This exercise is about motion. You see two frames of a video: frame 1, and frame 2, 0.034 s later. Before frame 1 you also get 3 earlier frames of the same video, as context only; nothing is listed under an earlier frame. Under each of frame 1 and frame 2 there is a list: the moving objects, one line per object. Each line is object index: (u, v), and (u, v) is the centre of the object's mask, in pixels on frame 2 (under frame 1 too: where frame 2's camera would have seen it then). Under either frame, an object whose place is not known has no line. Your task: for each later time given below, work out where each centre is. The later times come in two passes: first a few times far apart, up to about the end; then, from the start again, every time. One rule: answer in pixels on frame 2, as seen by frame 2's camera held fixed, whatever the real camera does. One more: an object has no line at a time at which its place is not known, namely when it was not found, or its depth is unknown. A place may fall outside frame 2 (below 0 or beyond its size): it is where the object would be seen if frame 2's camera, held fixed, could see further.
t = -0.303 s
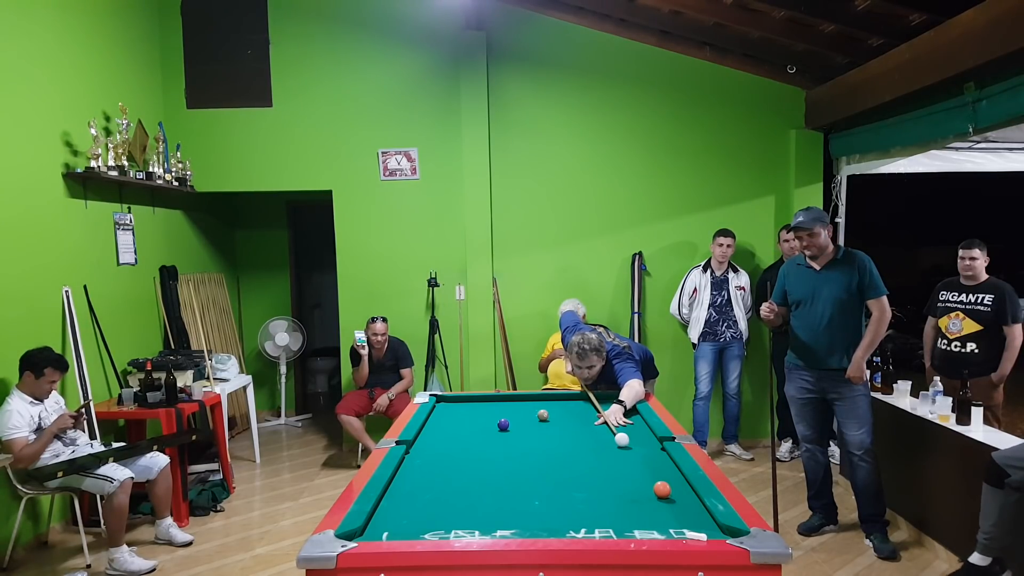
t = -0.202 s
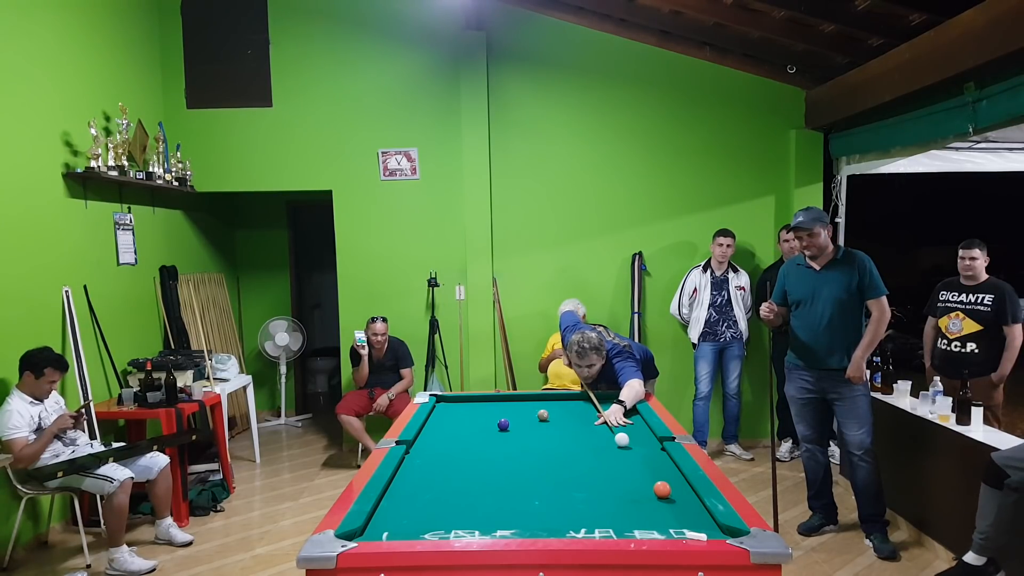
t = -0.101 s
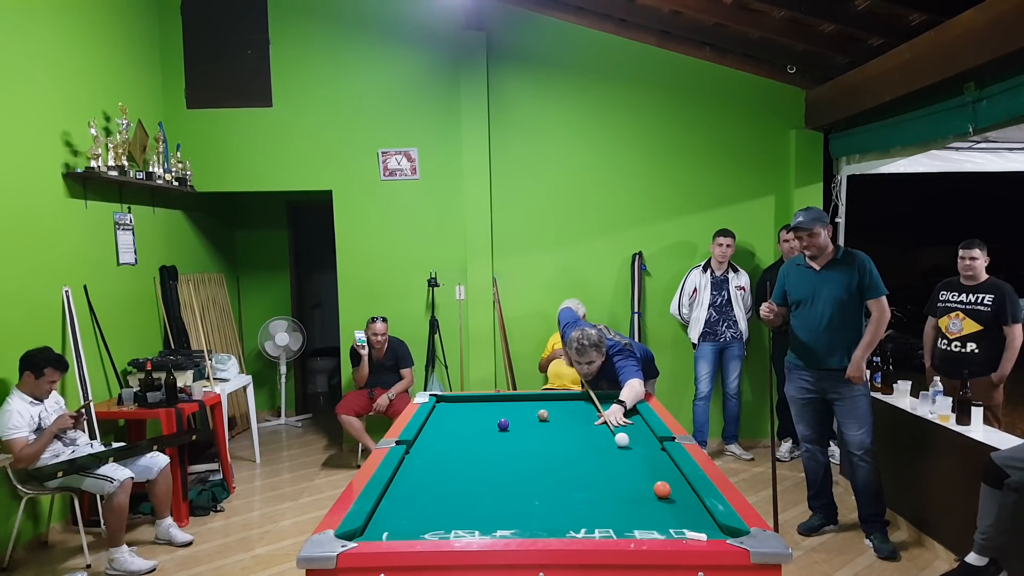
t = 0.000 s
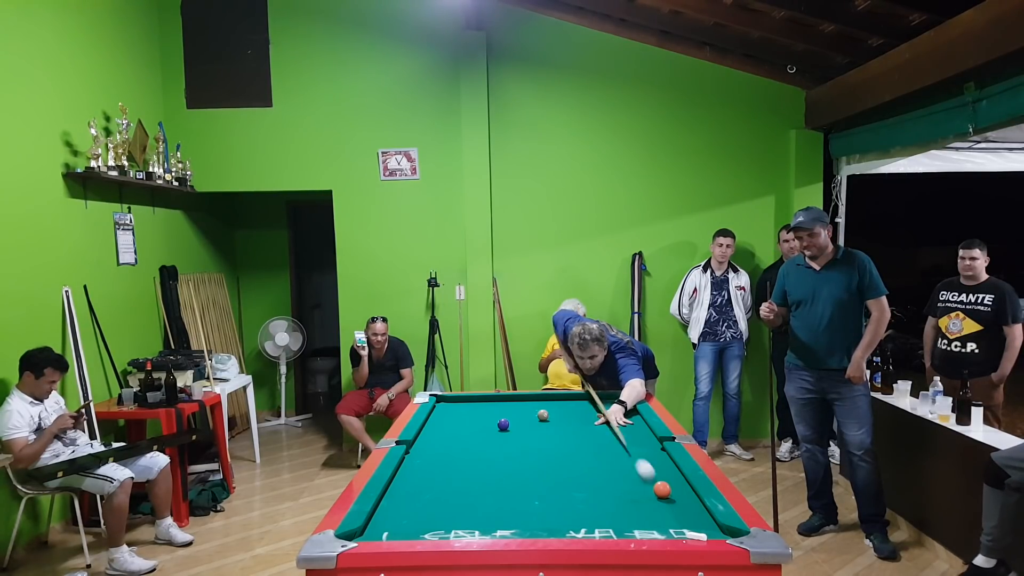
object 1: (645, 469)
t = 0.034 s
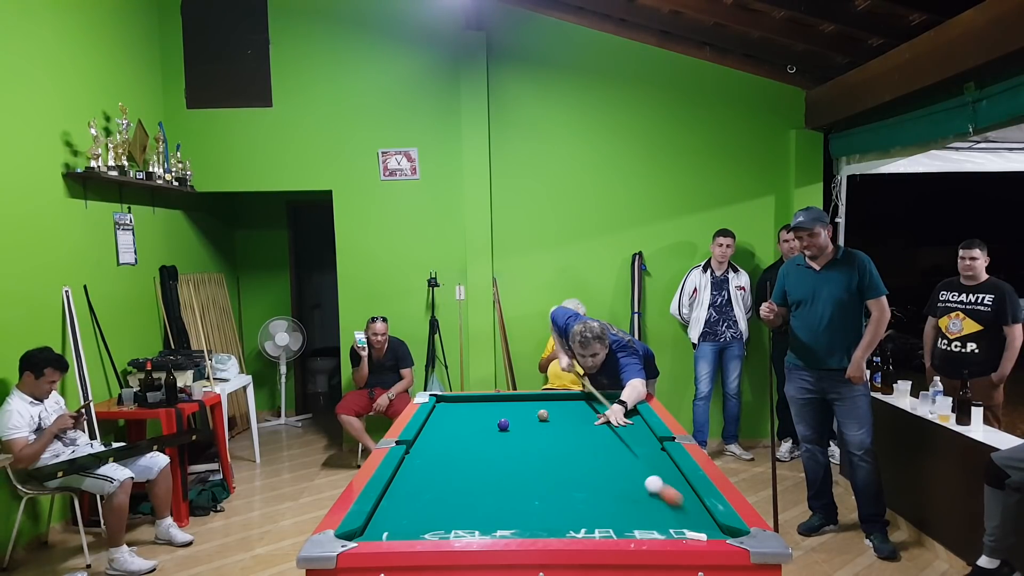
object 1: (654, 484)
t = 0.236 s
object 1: (618, 505)
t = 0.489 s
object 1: (574, 520)
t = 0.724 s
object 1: (518, 522)
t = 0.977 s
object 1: (451, 516)
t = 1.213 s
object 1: (395, 509)
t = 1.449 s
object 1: (417, 498)
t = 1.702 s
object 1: (461, 487)
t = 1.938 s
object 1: (498, 478)
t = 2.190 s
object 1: (533, 469)
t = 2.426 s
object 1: (564, 462)
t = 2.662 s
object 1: (592, 455)
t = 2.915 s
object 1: (620, 449)
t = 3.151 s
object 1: (643, 443)
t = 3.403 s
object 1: (658, 442)
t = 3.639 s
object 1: (648, 442)
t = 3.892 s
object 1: (635, 440)
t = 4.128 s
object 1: (624, 439)
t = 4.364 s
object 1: (615, 438)
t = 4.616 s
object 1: (607, 438)
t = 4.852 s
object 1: (600, 437)
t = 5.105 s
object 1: (595, 436)
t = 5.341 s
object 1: (591, 436)
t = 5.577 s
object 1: (588, 436)
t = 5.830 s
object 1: (586, 436)
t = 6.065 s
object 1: (586, 436)
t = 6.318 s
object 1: (587, 436)
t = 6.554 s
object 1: (587, 436)
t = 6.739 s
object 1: (587, 436)
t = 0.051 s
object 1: (651, 487)
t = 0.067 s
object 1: (648, 489)
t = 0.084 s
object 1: (645, 491)
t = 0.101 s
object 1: (642, 492)
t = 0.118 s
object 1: (639, 494)
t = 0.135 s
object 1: (636, 496)
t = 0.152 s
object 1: (633, 498)
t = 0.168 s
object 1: (630, 499)
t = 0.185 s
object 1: (627, 501)
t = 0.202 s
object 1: (624, 503)
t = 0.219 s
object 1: (621, 504)
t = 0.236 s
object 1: (618, 505)
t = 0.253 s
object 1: (615, 506)
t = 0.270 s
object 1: (612, 507)
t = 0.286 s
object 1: (610, 508)
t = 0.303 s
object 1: (607, 509)
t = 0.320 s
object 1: (604, 510)
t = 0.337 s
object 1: (601, 512)
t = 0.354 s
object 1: (598, 513)
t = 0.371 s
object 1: (595, 514)
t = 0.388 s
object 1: (592, 515)
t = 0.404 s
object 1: (589, 516)
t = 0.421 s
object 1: (586, 517)
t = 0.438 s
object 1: (583, 517)
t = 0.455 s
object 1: (580, 518)
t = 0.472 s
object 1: (577, 519)
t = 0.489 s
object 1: (574, 520)
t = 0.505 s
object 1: (570, 521)
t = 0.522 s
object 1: (567, 521)
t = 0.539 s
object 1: (564, 522)
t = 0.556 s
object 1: (561, 522)
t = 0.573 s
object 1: (558, 523)
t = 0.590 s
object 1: (555, 523)
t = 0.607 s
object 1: (551, 524)
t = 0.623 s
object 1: (547, 524)
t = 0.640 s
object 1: (542, 524)
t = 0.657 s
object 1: (537, 524)
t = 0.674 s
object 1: (533, 523)
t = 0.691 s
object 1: (528, 523)
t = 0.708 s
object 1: (523, 523)
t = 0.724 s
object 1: (518, 522)
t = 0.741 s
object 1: (513, 522)
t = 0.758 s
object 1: (509, 522)
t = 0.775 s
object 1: (504, 521)
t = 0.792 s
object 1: (500, 521)
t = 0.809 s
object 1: (495, 521)
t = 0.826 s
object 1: (491, 520)
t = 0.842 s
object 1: (486, 519)
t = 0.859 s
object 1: (482, 519)
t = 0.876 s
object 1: (477, 519)
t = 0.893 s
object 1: (473, 518)
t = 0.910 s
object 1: (468, 518)
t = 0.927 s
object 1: (464, 517)
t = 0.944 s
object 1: (460, 518)
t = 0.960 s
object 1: (456, 517)
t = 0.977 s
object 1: (451, 516)
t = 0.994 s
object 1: (447, 516)
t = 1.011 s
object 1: (443, 515)
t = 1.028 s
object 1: (439, 514)
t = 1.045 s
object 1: (435, 514)
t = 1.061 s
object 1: (431, 513)
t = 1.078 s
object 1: (427, 513)
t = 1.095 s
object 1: (423, 512)
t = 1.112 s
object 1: (419, 512)
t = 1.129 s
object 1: (415, 511)
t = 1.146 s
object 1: (411, 511)
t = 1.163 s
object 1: (407, 510)
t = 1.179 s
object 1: (403, 510)
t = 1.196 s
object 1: (399, 509)
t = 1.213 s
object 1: (395, 509)
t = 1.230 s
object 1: (391, 508)
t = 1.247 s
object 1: (387, 508)
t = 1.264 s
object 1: (384, 507)
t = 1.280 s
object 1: (383, 506)
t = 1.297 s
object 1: (387, 506)
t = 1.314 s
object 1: (391, 505)
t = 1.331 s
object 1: (395, 504)
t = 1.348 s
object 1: (398, 503)
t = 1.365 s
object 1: (401, 502)
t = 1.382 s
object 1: (404, 501)
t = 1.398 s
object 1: (408, 501)
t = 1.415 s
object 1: (410, 500)
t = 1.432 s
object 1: (414, 499)
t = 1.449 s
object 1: (417, 498)
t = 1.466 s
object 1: (420, 498)
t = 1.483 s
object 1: (423, 497)
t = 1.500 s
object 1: (426, 496)
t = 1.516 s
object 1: (429, 495)
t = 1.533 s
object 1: (432, 494)
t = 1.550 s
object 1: (435, 494)
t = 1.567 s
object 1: (438, 493)
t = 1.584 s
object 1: (441, 492)
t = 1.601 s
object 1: (444, 491)
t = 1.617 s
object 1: (447, 491)
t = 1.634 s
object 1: (450, 490)
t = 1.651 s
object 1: (453, 489)
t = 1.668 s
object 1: (455, 489)
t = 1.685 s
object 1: (458, 488)
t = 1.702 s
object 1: (461, 487)
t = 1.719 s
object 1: (464, 486)
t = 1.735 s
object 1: (466, 486)
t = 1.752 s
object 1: (469, 485)
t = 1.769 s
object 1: (472, 484)
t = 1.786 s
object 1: (474, 484)
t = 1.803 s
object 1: (477, 483)
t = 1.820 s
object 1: (480, 482)
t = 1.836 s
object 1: (482, 482)
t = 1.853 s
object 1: (485, 481)
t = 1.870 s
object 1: (488, 480)
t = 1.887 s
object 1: (490, 480)
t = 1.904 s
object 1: (493, 479)
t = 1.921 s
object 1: (495, 478)
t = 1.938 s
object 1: (498, 478)
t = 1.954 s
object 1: (500, 477)
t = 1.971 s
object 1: (503, 477)
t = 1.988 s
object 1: (505, 476)
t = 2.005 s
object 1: (508, 475)
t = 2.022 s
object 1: (510, 475)
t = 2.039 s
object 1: (513, 474)
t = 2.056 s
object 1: (515, 474)
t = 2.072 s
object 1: (517, 473)
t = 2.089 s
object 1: (520, 472)
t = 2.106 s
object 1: (522, 472)
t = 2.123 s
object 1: (524, 471)
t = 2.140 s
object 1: (527, 471)
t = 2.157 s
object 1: (529, 470)
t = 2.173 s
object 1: (531, 470)
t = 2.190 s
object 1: (533, 469)
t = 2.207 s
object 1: (536, 468)
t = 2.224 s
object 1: (538, 468)
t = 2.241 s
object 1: (540, 467)
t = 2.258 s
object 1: (543, 467)
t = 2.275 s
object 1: (545, 466)
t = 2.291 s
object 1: (547, 466)
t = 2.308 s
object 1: (549, 465)
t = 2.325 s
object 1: (551, 465)
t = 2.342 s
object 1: (554, 464)
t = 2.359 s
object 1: (556, 464)
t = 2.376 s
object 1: (558, 463)
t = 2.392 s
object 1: (560, 462)
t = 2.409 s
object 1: (562, 462)
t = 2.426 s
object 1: (564, 462)
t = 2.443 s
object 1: (566, 461)
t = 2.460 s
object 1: (568, 461)
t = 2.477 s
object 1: (570, 460)
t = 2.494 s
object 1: (572, 460)
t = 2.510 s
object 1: (574, 459)
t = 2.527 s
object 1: (576, 459)
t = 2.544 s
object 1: (578, 458)
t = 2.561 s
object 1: (580, 458)
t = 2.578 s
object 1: (582, 457)
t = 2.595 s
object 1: (584, 457)
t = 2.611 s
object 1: (586, 456)
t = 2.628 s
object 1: (588, 456)
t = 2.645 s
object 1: (590, 455)
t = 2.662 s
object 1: (592, 455)
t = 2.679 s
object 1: (594, 455)
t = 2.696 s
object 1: (596, 454)
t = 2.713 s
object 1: (598, 454)
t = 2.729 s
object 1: (600, 453)
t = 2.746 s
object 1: (602, 453)
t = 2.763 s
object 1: (603, 452)
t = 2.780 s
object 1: (605, 452)
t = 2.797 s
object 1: (607, 452)
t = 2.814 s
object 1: (609, 451)
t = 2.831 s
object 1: (611, 451)
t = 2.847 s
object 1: (613, 450)
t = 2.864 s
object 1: (614, 450)
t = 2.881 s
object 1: (616, 449)
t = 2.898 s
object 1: (618, 449)
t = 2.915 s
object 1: (620, 449)
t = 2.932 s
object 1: (621, 448)
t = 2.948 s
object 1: (623, 448)
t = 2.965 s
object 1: (625, 448)
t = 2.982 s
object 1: (627, 447)
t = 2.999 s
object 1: (628, 447)
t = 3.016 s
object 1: (630, 446)
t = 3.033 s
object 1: (632, 446)
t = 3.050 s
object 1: (634, 446)
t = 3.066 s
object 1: (635, 445)
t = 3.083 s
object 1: (637, 445)
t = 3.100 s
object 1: (638, 444)
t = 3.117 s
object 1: (640, 444)
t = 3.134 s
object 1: (642, 444)
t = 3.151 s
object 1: (643, 443)
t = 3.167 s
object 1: (645, 443)
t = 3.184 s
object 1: (647, 443)
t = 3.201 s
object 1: (648, 442)
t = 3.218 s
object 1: (650, 442)
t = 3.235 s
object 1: (651, 441)
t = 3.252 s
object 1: (653, 441)
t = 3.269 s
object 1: (654, 441)
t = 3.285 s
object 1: (656, 440)
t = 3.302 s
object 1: (657, 440)
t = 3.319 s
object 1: (658, 440)
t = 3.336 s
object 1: (658, 440)
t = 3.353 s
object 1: (658, 441)
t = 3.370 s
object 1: (658, 441)
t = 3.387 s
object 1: (658, 441)
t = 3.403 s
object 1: (658, 442)
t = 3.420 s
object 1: (659, 442)
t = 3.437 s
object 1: (659, 442)
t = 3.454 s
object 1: (658, 442)
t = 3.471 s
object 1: (657, 442)
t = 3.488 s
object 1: (657, 442)
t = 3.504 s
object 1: (656, 442)
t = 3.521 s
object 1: (655, 442)
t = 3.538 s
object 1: (654, 442)
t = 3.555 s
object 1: (653, 442)
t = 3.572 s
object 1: (652, 442)
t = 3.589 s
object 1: (651, 442)
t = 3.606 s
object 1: (650, 442)
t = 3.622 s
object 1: (649, 442)
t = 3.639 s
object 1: (648, 442)
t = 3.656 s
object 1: (647, 441)
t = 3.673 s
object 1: (646, 441)
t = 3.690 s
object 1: (645, 441)
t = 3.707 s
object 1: (644, 441)
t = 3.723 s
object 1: (643, 441)
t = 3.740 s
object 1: (642, 441)
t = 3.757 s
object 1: (642, 441)
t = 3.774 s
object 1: (641, 441)
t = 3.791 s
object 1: (640, 441)
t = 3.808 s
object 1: (639, 441)
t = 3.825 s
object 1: (638, 441)
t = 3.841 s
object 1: (637, 441)
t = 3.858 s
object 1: (637, 440)
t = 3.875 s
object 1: (636, 440)
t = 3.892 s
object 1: (635, 440)
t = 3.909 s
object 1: (634, 440)
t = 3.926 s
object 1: (633, 440)
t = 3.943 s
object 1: (633, 440)
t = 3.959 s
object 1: (632, 440)
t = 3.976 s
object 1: (631, 440)
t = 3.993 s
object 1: (630, 440)
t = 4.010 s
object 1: (629, 440)
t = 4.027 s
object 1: (629, 440)
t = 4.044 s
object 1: (628, 440)
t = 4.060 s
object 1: (627, 440)
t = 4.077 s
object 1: (626, 440)
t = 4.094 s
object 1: (626, 439)
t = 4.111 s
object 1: (625, 439)
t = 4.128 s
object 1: (624, 439)
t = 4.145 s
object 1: (623, 439)
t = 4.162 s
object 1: (623, 439)
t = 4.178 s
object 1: (622, 439)
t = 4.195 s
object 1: (621, 439)
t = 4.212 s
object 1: (621, 439)
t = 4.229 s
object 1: (620, 439)
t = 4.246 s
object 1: (619, 439)
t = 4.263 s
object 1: (619, 439)
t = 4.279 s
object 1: (618, 439)
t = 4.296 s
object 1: (617, 439)
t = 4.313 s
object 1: (617, 439)
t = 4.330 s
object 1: (616, 439)
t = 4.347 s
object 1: (615, 438)
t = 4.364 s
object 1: (615, 438)
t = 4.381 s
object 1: (614, 438)
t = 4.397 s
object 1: (614, 438)
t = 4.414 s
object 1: (613, 438)
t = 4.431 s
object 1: (613, 438)
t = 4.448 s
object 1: (612, 438)
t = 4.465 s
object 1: (611, 438)
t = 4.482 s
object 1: (611, 438)
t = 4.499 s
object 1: (610, 438)
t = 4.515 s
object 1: (610, 438)
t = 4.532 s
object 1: (609, 438)
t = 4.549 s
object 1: (609, 438)
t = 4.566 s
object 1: (608, 438)
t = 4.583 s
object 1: (608, 438)
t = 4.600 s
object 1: (607, 438)
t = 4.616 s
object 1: (607, 438)
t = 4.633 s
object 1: (606, 438)
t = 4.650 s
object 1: (605, 438)
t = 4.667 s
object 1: (605, 437)
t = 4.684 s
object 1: (605, 437)
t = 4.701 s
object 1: (604, 437)
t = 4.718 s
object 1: (604, 437)
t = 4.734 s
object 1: (603, 437)
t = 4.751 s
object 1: (603, 437)
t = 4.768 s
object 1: (602, 437)
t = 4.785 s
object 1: (602, 437)
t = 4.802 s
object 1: (601, 437)
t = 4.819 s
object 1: (601, 437)
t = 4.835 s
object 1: (600, 437)
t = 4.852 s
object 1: (600, 437)
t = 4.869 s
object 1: (600, 437)
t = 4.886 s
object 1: (599, 437)
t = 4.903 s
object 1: (599, 437)
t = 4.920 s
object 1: (598, 437)
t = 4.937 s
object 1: (598, 437)
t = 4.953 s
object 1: (598, 437)
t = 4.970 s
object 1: (597, 437)
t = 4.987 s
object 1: (597, 437)
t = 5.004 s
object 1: (597, 437)
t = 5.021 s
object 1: (596, 437)
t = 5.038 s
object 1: (596, 436)
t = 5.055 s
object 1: (596, 436)
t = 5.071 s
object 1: (595, 436)
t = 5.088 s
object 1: (595, 436)
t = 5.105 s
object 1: (595, 436)
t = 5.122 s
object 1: (594, 436)
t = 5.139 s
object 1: (594, 436)
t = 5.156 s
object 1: (594, 436)
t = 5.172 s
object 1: (593, 436)
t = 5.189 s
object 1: (593, 436)
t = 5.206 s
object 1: (593, 436)
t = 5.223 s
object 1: (592, 436)
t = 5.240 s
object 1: (592, 436)
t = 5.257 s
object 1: (592, 436)
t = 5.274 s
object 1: (592, 436)
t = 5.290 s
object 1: (591, 436)
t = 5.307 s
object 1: (591, 436)
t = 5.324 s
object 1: (591, 436)
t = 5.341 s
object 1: (591, 436)
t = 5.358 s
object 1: (591, 436)
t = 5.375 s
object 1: (590, 436)
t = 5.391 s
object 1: (590, 436)
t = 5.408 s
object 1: (590, 436)
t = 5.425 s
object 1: (589, 436)
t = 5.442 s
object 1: (589, 436)
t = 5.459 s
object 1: (589, 436)
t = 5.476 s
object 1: (589, 436)
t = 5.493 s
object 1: (589, 436)
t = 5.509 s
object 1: (589, 436)
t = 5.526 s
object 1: (588, 436)
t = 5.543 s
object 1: (588, 436)
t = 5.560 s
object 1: (588, 436)
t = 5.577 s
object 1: (588, 436)
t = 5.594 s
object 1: (588, 436)
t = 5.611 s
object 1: (588, 436)
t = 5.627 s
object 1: (588, 436)
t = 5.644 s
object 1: (587, 436)
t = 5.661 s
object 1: (587, 436)
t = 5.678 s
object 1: (587, 436)
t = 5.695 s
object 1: (587, 436)
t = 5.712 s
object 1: (587, 436)
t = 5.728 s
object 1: (587, 436)
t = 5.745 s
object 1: (587, 436)
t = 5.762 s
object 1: (587, 436)
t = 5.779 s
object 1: (586, 436)
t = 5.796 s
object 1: (586, 436)
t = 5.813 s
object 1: (586, 436)
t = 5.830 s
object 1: (586, 436)
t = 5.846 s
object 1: (586, 436)
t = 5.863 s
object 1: (586, 436)
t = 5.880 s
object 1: (586, 436)
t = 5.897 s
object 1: (586, 436)
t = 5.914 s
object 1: (586, 436)
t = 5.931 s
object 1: (586, 436)
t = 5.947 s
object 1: (586, 436)
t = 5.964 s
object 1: (586, 436)
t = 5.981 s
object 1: (586, 436)
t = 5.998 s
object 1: (586, 436)
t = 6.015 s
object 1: (586, 436)
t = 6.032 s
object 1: (586, 436)
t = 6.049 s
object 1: (586, 436)
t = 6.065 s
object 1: (586, 436)
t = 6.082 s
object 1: (586, 435)
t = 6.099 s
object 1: (586, 436)
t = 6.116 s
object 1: (586, 436)
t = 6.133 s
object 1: (586, 436)
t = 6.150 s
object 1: (586, 435)
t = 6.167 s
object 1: (586, 436)
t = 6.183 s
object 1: (586, 436)
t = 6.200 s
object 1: (586, 436)
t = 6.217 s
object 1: (586, 436)
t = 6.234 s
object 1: (586, 436)
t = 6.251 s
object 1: (587, 435)
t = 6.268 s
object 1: (586, 436)
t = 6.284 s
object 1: (586, 436)
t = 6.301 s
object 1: (587, 436)
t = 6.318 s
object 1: (587, 436)
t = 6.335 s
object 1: (586, 436)
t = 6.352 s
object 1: (587, 436)
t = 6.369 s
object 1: (586, 436)
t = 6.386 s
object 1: (587, 435)
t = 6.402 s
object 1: (587, 435)
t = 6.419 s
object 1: (587, 435)
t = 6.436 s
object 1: (587, 436)
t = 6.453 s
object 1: (587, 436)
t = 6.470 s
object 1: (587, 436)
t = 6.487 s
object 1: (587, 436)
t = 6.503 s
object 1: (587, 436)
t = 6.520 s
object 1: (587, 436)
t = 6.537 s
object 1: (587, 436)
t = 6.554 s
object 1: (587, 436)
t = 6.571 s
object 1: (587, 436)
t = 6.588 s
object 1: (587, 436)
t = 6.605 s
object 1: (587, 436)
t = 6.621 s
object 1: (587, 436)
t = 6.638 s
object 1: (587, 436)
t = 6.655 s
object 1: (587, 436)
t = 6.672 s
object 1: (587, 436)
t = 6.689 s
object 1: (587, 436)
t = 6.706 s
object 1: (587, 436)
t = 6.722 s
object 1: (587, 436)
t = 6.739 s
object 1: (587, 436)
